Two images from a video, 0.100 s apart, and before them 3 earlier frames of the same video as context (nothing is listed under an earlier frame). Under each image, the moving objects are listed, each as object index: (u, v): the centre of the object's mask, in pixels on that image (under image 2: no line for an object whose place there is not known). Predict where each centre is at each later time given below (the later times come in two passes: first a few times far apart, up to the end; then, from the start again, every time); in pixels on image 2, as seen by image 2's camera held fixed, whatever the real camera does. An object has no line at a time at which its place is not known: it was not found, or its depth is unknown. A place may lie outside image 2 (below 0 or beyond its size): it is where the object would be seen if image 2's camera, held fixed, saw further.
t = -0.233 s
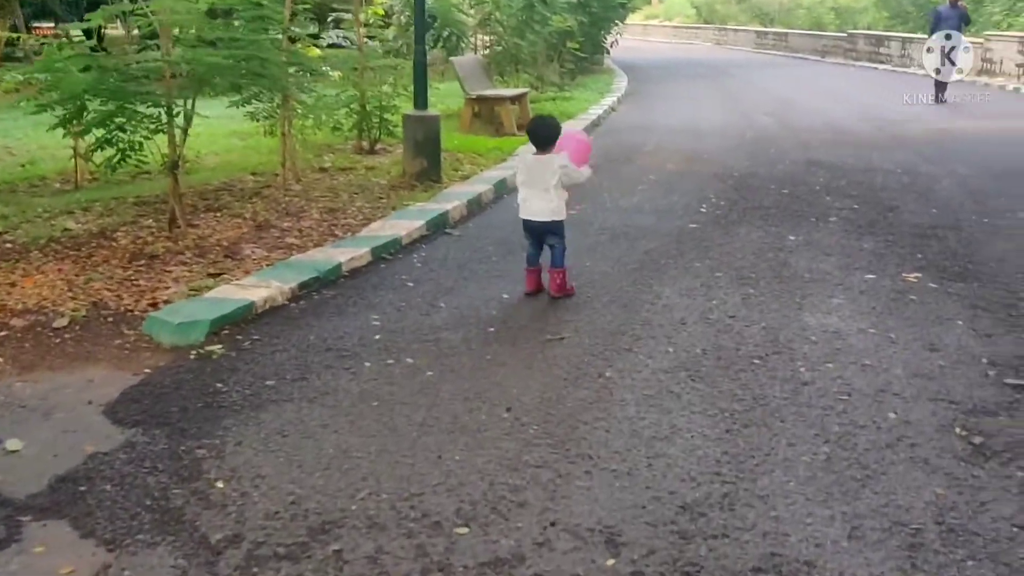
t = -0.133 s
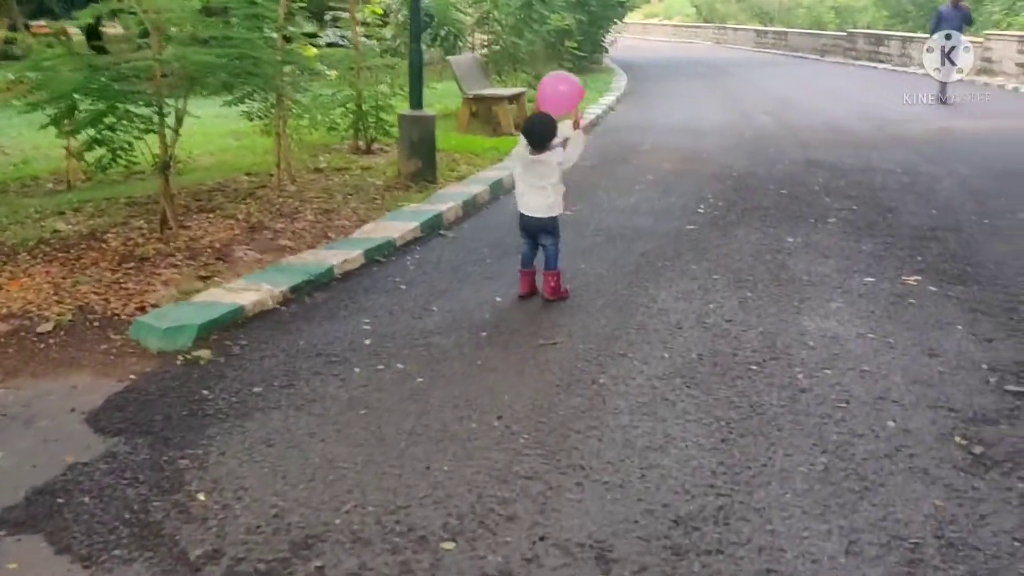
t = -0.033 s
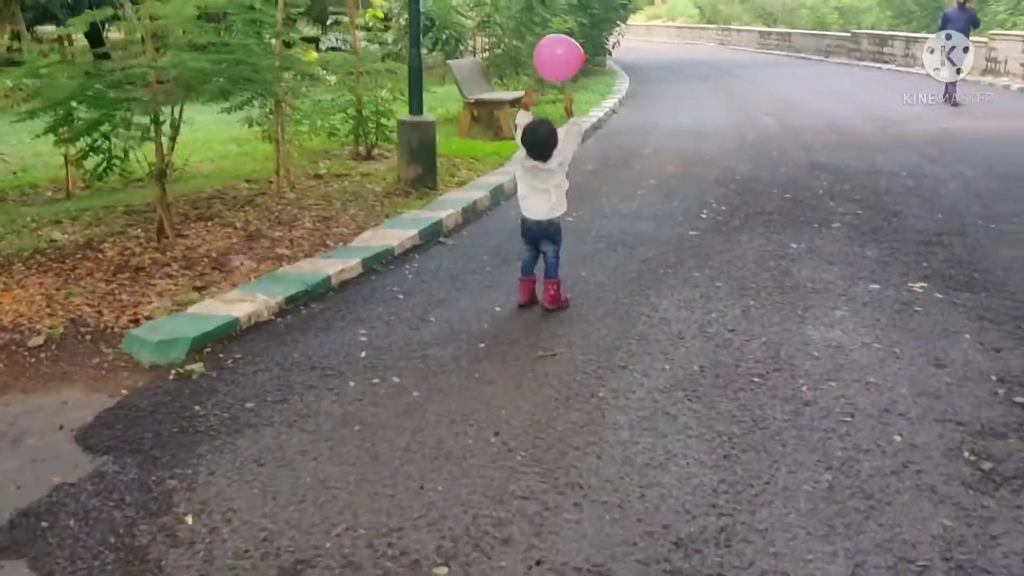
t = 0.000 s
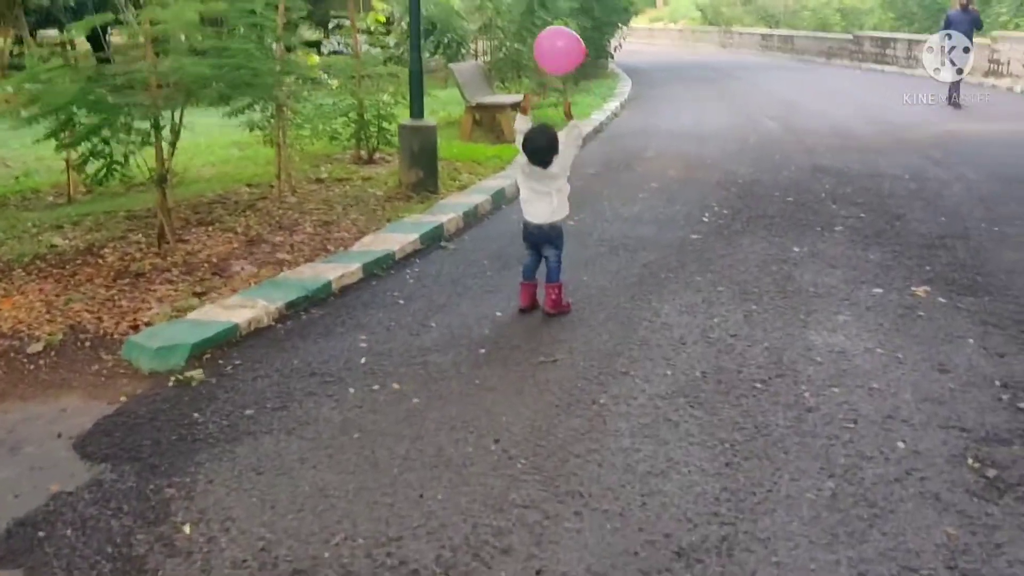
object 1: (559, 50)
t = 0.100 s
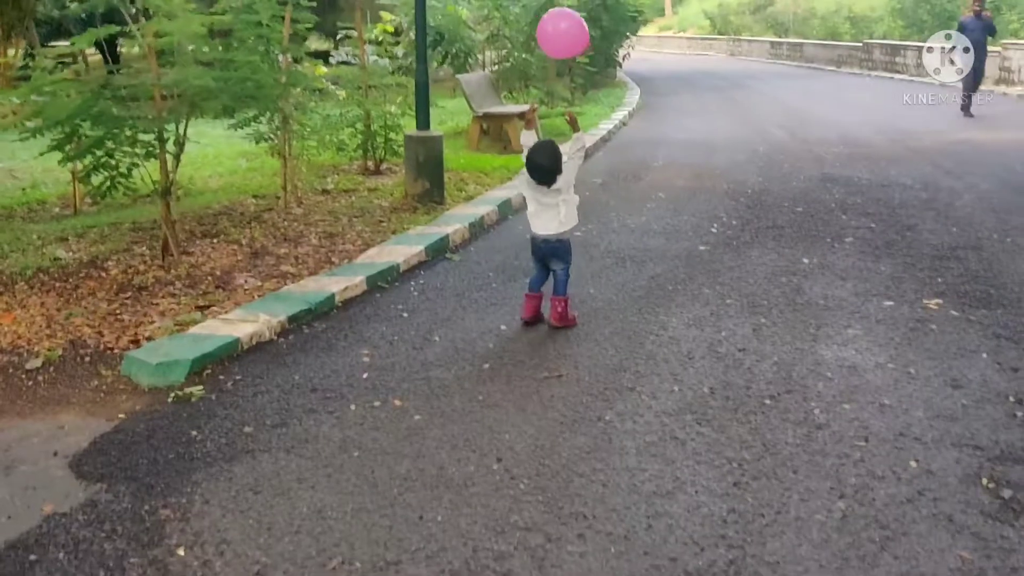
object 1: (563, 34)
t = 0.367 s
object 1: (551, 16)
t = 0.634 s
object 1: (540, 30)
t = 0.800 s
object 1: (528, 69)
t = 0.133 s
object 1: (561, 27)
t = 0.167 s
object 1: (560, 22)
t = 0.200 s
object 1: (560, 20)
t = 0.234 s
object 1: (558, 17)
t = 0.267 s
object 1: (556, 16)
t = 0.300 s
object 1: (555, 16)
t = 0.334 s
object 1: (553, 15)
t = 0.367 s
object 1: (551, 16)
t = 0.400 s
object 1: (550, 17)
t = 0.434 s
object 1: (549, 17)
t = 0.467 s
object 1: (547, 18)
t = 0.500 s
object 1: (545, 19)
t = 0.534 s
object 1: (544, 20)
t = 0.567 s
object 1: (542, 21)
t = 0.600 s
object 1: (542, 24)
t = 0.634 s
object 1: (540, 30)
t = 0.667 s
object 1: (538, 37)
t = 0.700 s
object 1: (537, 43)
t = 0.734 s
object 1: (533, 51)
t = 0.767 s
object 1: (531, 60)
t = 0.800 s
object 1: (528, 69)
